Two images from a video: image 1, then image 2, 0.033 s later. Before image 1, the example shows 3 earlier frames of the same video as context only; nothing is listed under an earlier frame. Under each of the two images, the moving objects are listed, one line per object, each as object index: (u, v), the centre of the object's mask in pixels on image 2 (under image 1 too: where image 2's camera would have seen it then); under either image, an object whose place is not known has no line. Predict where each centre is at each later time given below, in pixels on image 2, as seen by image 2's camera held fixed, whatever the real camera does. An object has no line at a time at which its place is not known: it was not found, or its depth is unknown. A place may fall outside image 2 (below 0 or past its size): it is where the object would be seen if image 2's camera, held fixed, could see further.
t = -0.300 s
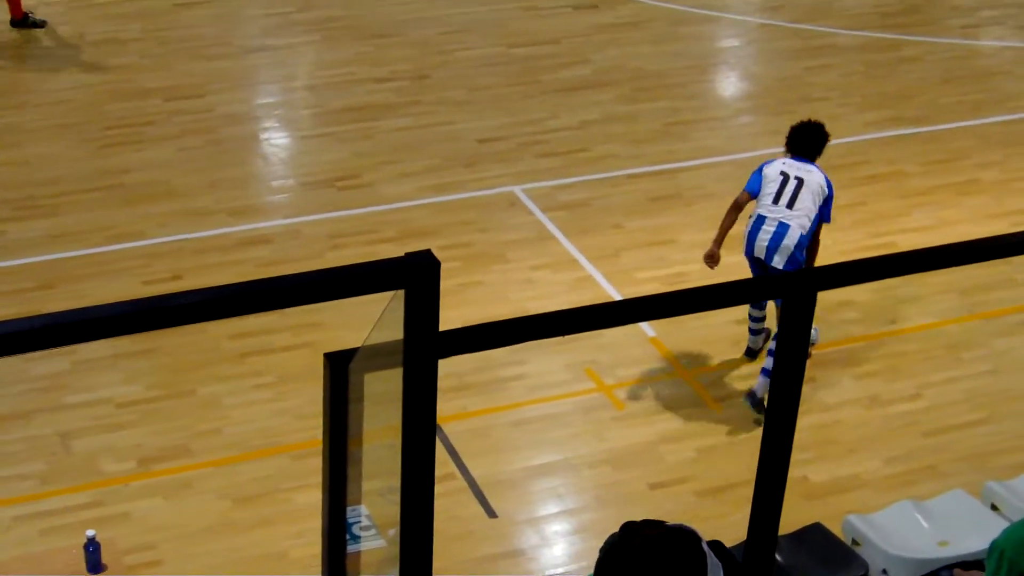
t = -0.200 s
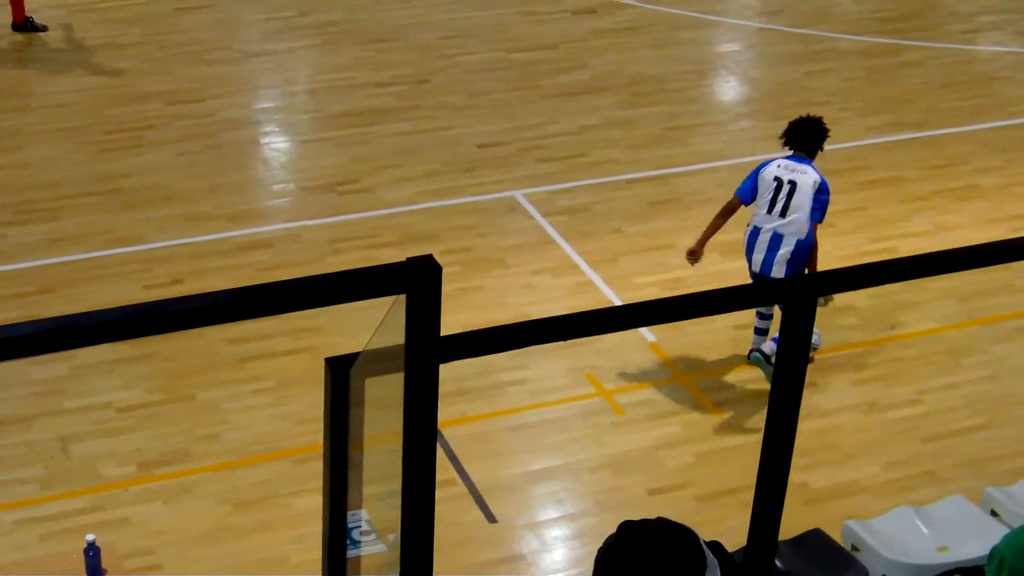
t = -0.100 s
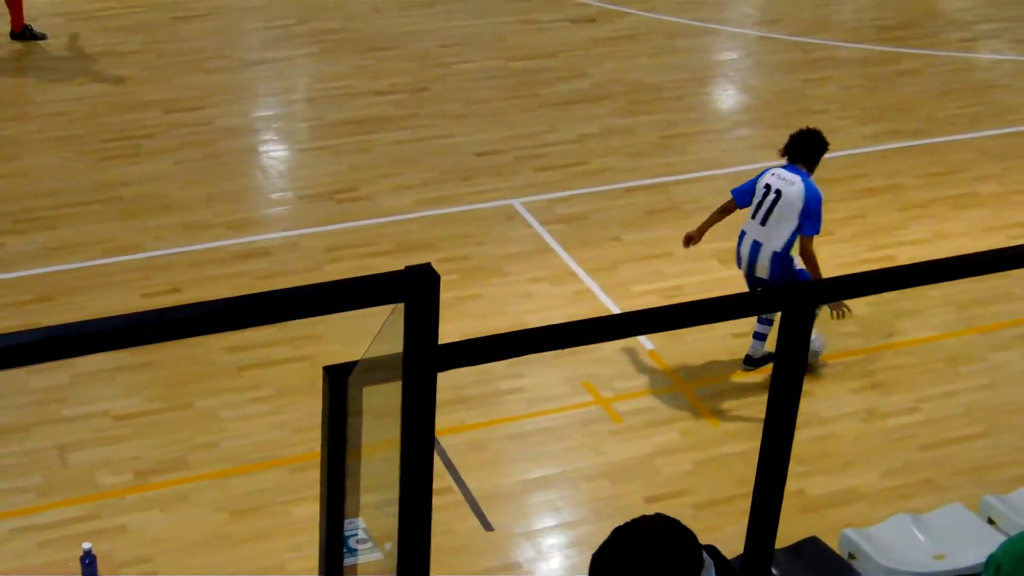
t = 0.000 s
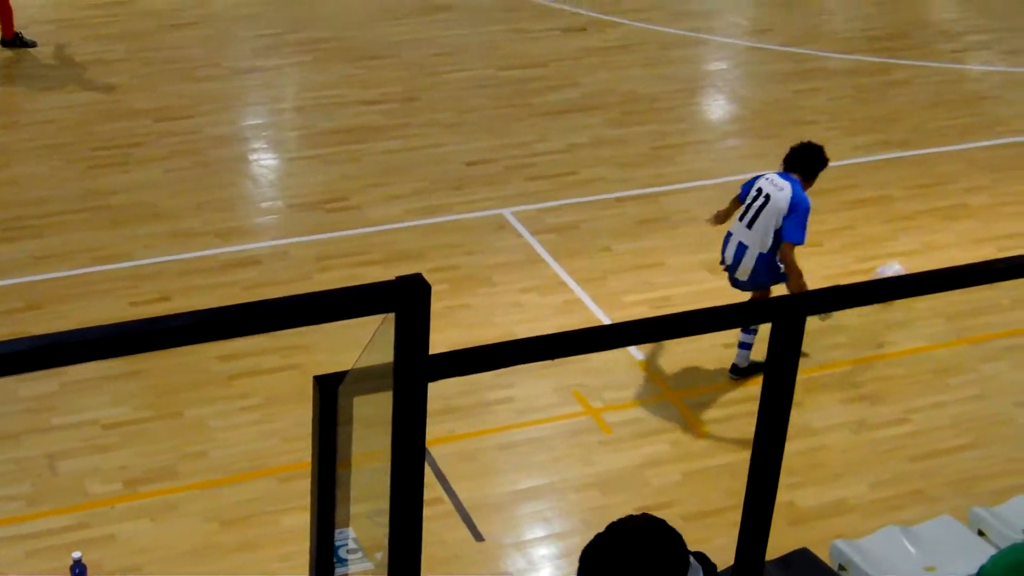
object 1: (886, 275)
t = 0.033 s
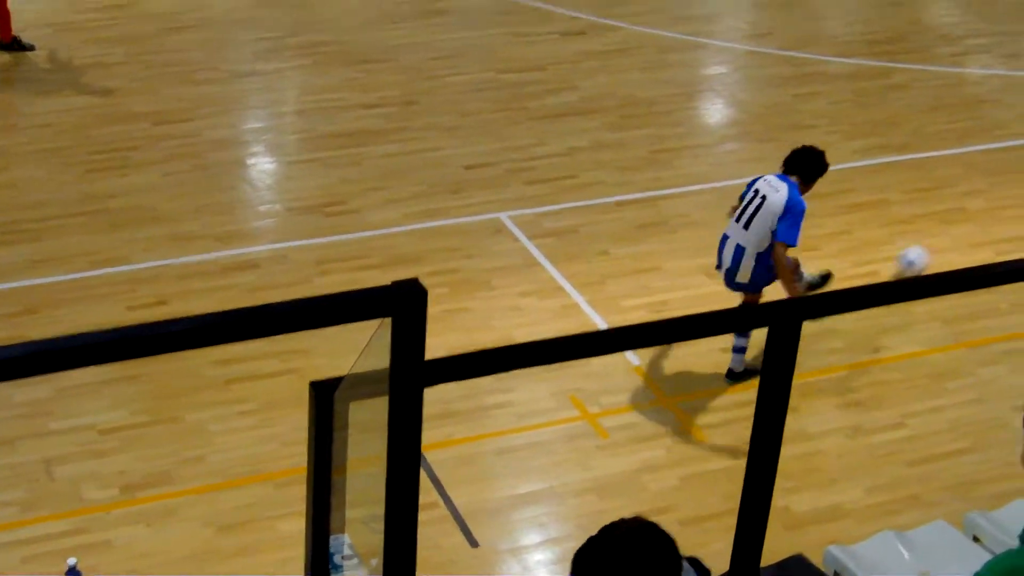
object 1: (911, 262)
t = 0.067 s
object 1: (937, 245)
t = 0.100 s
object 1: (963, 228)
